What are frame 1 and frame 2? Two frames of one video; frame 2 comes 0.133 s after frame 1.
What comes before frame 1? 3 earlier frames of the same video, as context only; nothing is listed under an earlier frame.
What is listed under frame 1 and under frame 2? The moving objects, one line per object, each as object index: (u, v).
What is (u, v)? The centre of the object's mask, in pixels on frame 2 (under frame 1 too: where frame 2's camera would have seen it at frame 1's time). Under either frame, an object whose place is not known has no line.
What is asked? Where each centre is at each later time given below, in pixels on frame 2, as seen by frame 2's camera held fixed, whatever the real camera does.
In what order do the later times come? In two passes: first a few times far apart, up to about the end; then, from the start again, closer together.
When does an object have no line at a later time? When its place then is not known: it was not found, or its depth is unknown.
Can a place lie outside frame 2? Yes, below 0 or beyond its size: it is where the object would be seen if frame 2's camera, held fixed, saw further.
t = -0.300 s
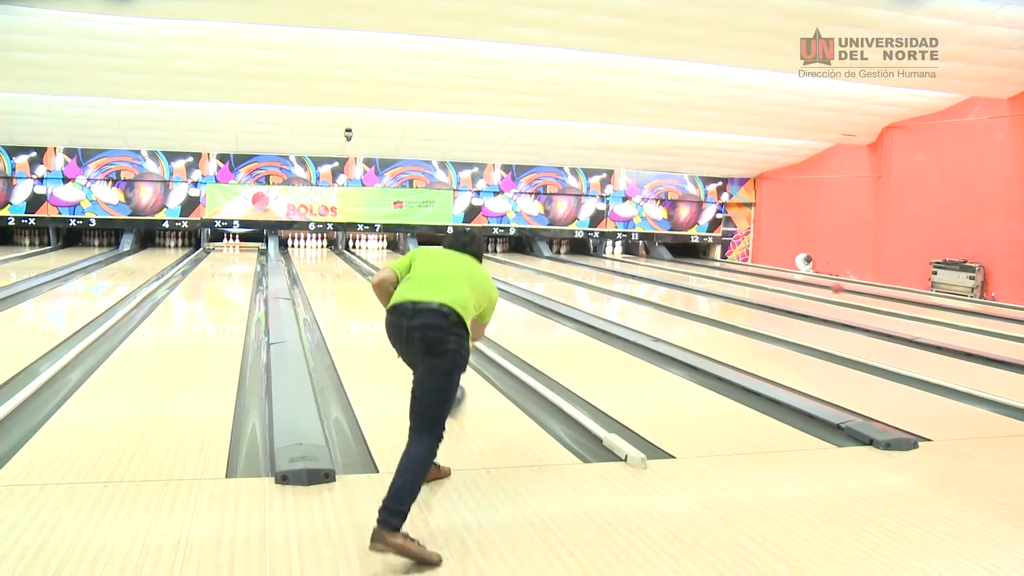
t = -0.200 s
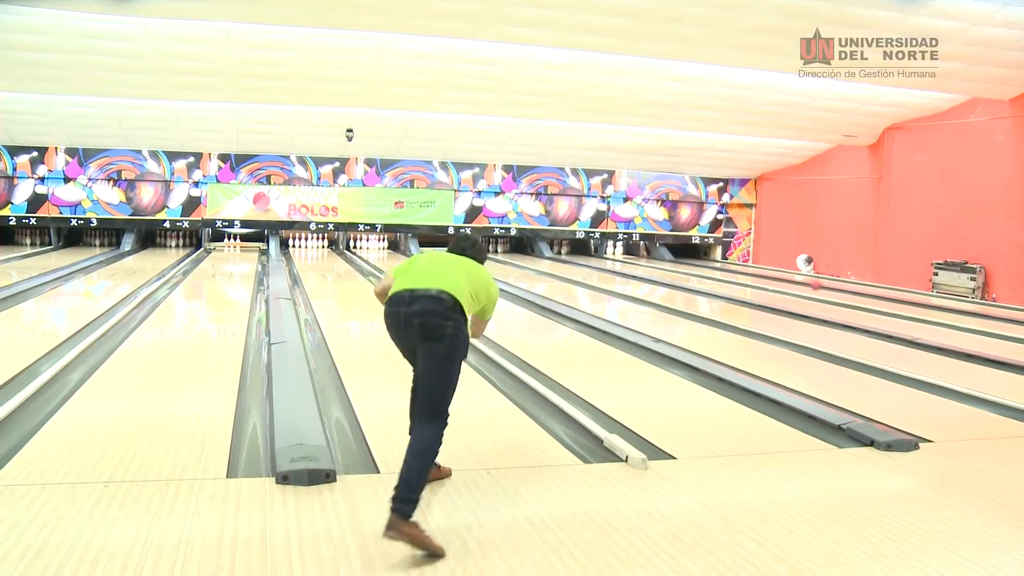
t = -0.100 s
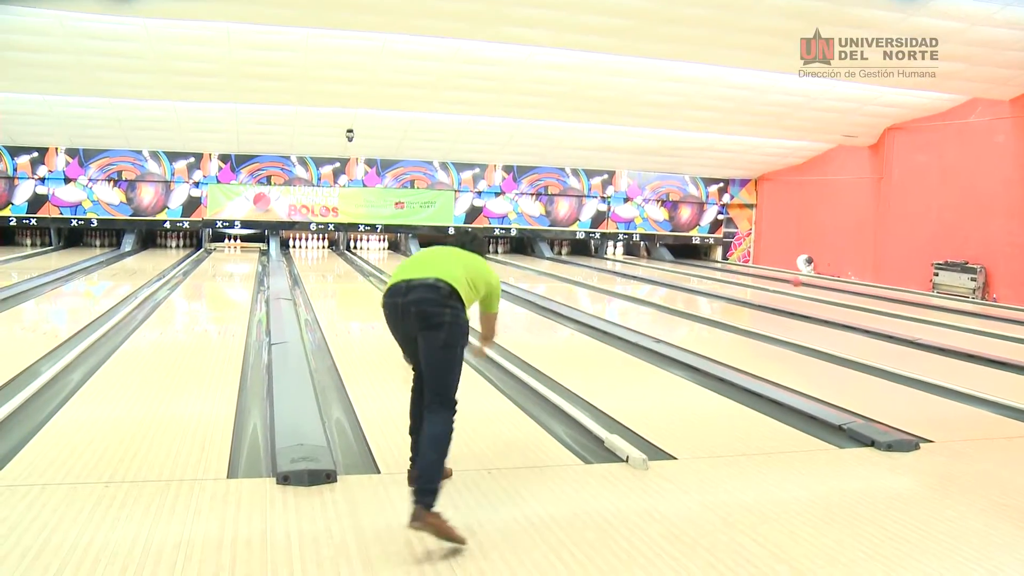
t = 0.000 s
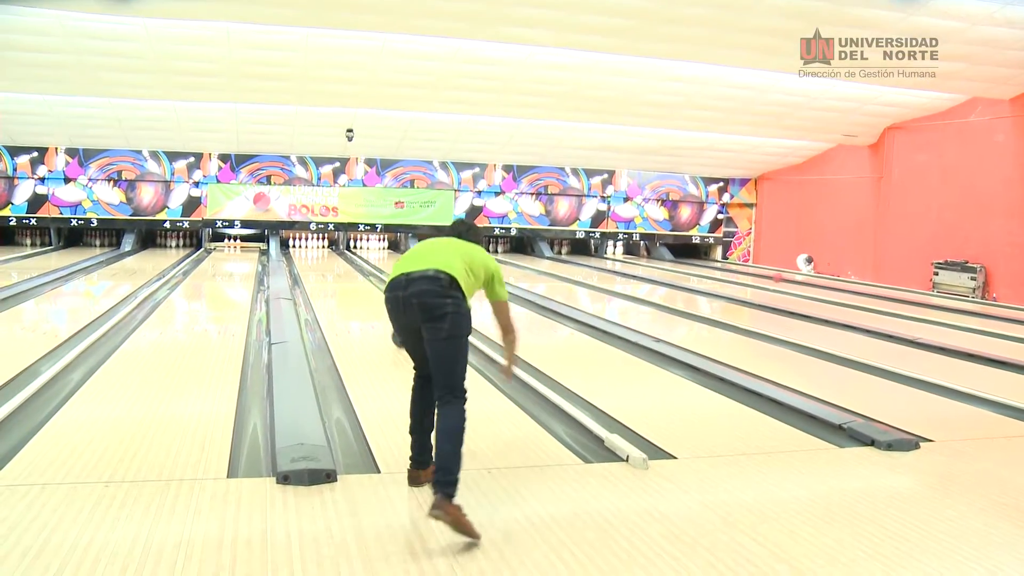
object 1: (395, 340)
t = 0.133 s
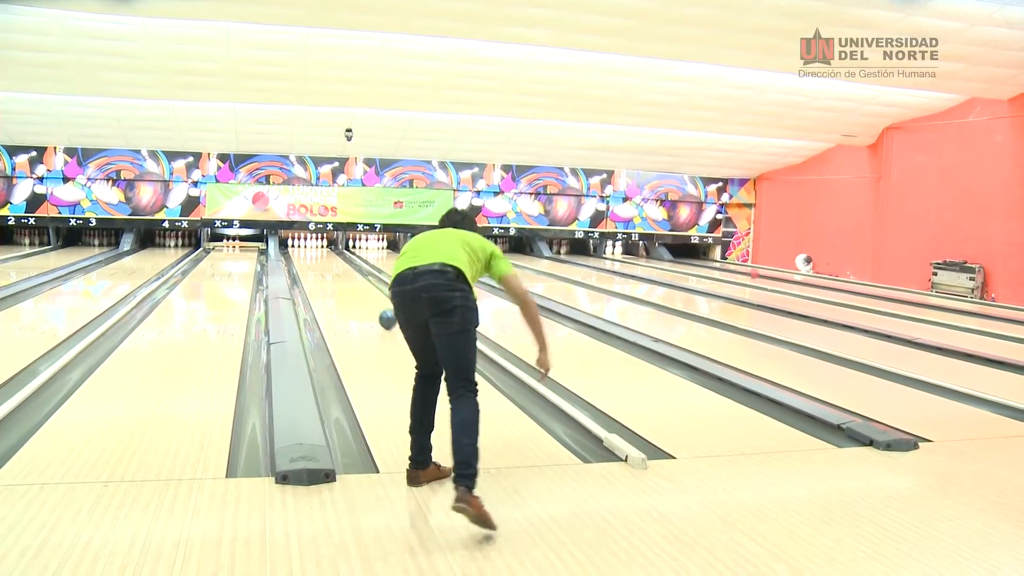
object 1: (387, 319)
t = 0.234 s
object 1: (380, 309)
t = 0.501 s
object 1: (364, 289)
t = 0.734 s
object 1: (354, 277)
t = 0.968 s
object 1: (346, 268)
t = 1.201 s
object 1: (340, 260)
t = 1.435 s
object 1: (335, 254)
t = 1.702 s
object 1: (331, 250)
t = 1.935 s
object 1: (329, 248)
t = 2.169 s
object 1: (326, 247)
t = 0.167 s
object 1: (385, 316)
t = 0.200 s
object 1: (383, 312)
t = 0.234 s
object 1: (380, 309)
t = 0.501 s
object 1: (364, 289)
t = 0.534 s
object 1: (362, 287)
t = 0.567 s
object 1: (361, 285)
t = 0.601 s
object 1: (359, 283)
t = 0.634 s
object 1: (358, 281)
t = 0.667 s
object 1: (356, 280)
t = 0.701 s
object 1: (355, 278)
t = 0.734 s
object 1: (354, 277)
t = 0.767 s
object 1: (353, 276)
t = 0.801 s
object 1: (351, 274)
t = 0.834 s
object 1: (350, 273)
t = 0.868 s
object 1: (349, 271)
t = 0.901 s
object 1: (348, 270)
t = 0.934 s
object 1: (347, 269)
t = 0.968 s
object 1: (346, 268)
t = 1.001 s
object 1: (345, 267)
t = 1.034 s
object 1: (344, 266)
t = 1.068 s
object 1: (343, 264)
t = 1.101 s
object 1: (342, 263)
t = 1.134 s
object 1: (341, 262)
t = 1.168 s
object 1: (340, 261)
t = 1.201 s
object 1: (340, 260)
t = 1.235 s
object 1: (339, 259)
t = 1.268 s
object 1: (338, 258)
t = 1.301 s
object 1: (338, 258)
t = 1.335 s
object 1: (337, 257)
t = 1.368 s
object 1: (336, 255)
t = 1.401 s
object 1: (335, 254)
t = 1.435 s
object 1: (335, 254)
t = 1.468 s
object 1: (334, 253)
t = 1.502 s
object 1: (333, 253)
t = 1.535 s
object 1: (333, 252)
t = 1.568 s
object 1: (333, 252)
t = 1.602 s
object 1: (332, 252)
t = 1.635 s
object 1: (331, 251)
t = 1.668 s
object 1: (331, 250)
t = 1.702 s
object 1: (331, 250)
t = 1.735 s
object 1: (330, 249)
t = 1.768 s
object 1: (330, 249)
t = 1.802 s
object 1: (330, 249)
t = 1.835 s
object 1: (330, 248)
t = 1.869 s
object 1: (329, 247)
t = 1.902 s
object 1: (329, 248)
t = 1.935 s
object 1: (329, 248)
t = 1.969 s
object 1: (329, 248)
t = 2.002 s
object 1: (329, 247)
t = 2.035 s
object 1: (328, 247)
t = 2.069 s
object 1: (327, 247)
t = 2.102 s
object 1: (327, 247)
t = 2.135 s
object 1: (327, 247)
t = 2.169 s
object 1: (326, 247)
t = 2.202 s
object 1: (325, 247)
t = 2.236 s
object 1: (326, 246)
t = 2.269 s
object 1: (325, 245)
